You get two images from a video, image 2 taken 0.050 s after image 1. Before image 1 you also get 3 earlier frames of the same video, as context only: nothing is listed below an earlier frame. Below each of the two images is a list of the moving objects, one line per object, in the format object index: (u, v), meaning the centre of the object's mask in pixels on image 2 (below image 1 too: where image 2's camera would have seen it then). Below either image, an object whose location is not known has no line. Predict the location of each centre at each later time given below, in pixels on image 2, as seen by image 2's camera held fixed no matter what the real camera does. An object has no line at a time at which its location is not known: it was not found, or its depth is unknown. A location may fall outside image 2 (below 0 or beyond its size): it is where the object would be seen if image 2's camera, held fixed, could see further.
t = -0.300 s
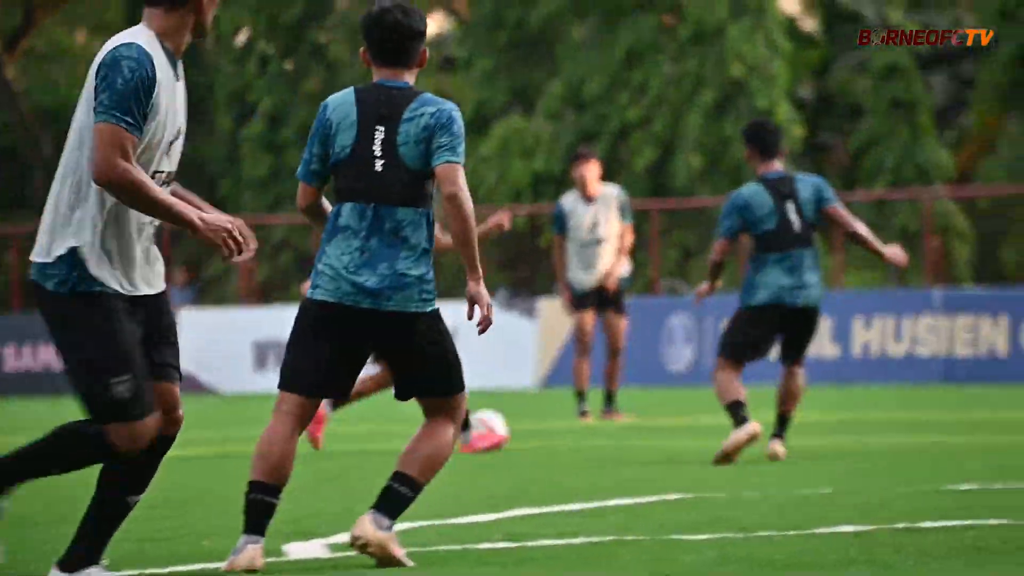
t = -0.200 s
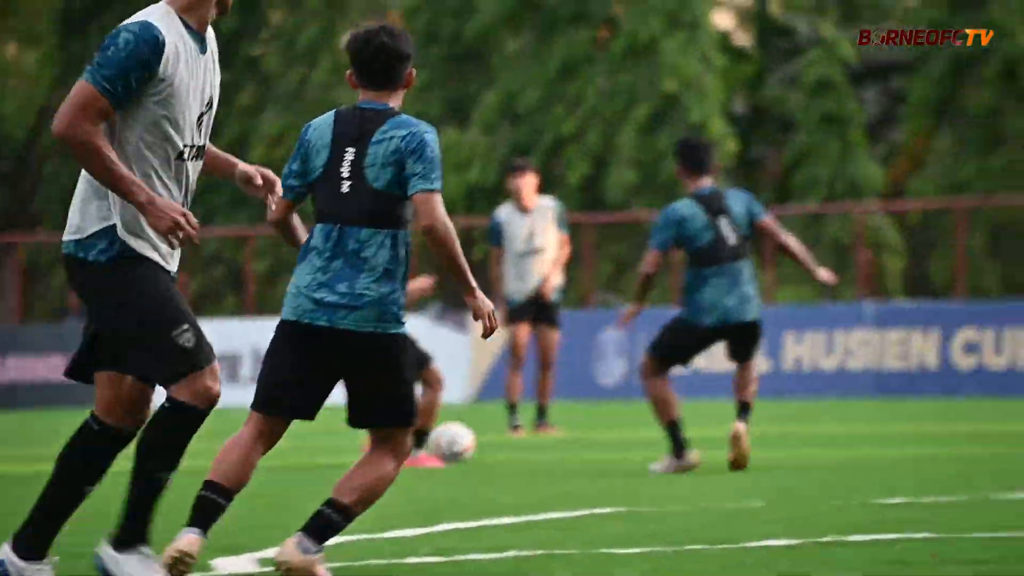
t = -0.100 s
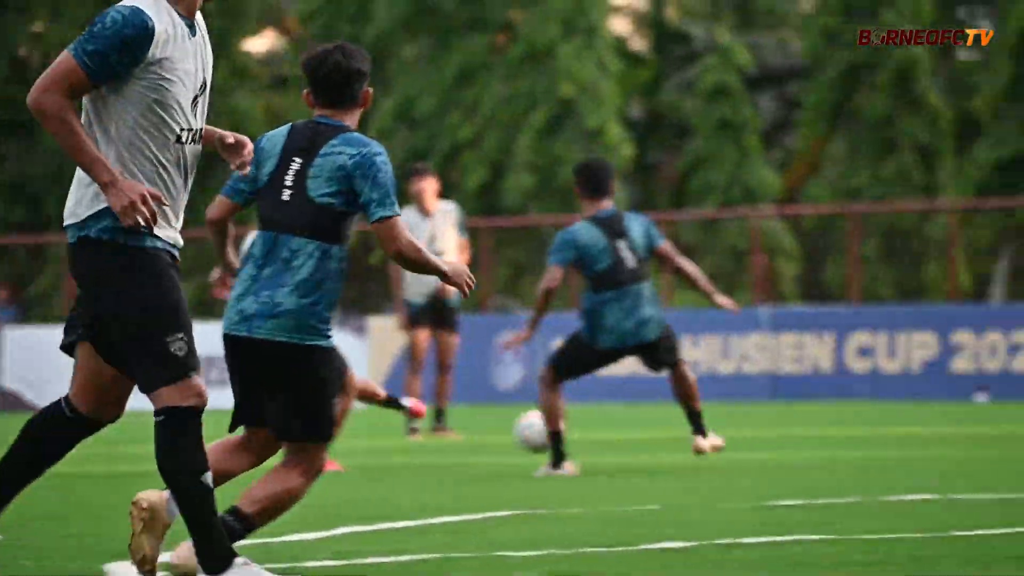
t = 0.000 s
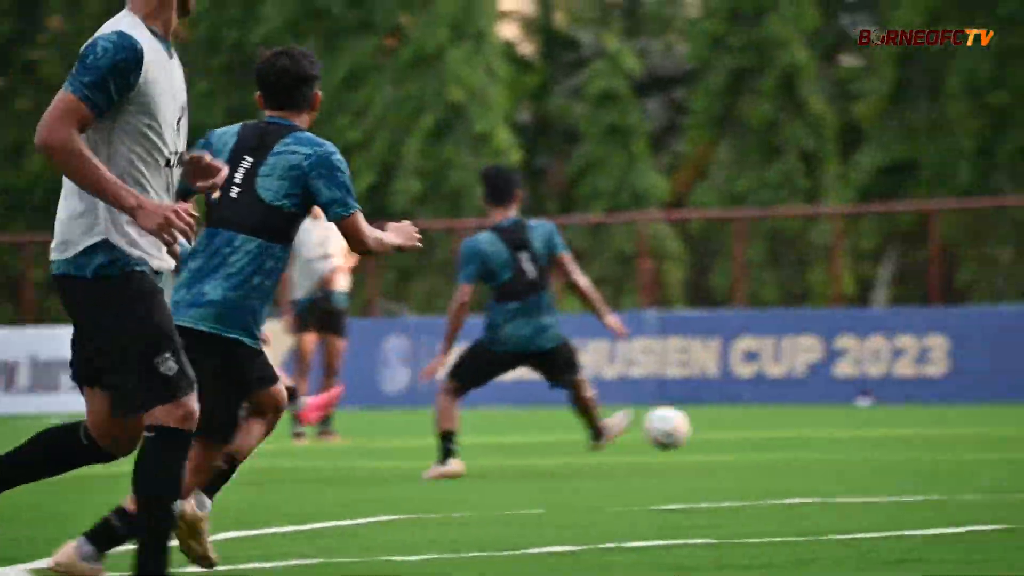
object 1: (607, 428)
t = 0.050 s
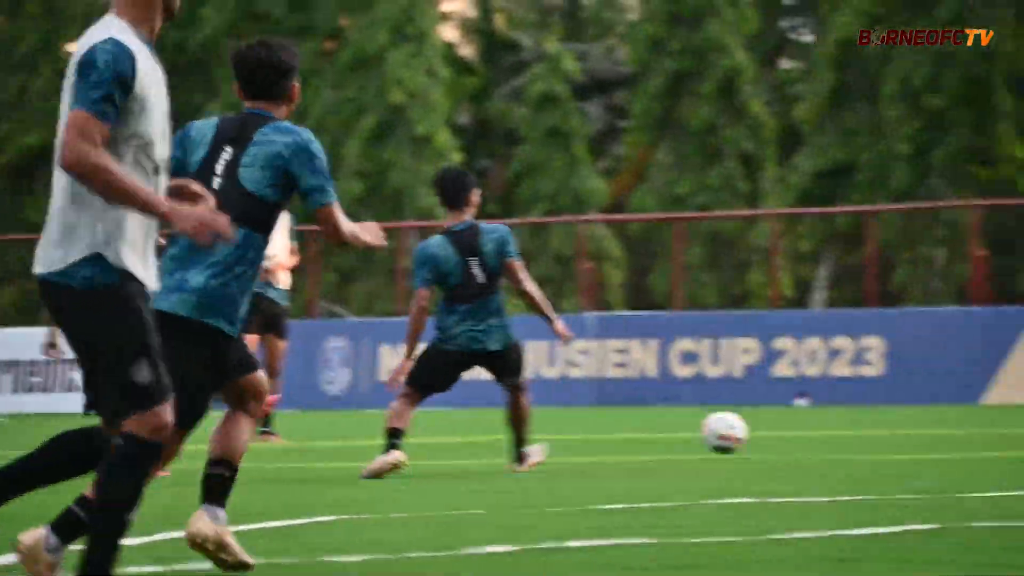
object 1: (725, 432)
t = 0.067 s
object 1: (764, 435)
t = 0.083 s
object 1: (802, 437)
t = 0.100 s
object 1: (842, 439)
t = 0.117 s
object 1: (880, 441)
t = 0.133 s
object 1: (916, 442)
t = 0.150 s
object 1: (948, 441)
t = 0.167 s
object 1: (979, 438)
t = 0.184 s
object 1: (1010, 437)
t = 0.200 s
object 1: (1041, 434)
